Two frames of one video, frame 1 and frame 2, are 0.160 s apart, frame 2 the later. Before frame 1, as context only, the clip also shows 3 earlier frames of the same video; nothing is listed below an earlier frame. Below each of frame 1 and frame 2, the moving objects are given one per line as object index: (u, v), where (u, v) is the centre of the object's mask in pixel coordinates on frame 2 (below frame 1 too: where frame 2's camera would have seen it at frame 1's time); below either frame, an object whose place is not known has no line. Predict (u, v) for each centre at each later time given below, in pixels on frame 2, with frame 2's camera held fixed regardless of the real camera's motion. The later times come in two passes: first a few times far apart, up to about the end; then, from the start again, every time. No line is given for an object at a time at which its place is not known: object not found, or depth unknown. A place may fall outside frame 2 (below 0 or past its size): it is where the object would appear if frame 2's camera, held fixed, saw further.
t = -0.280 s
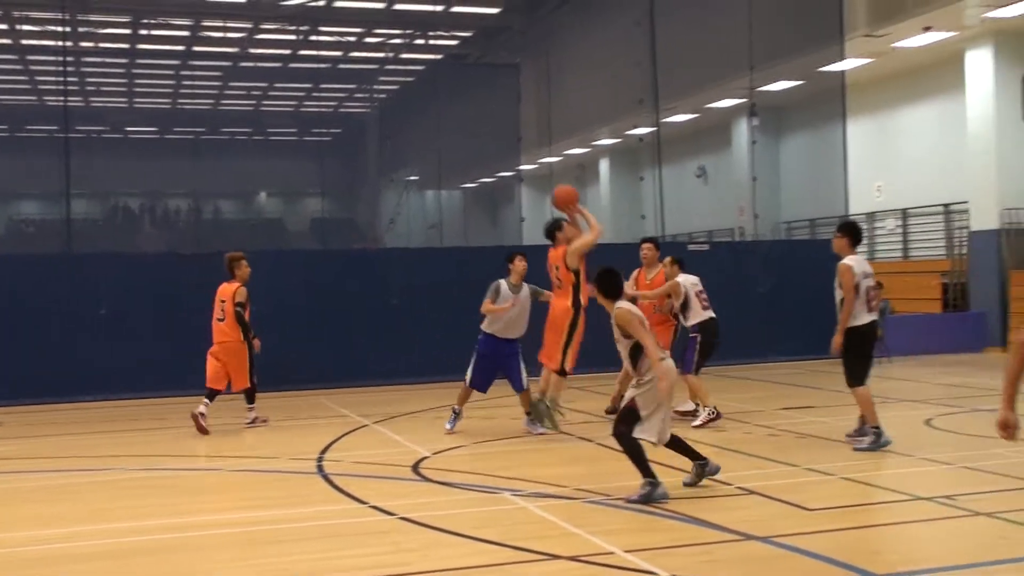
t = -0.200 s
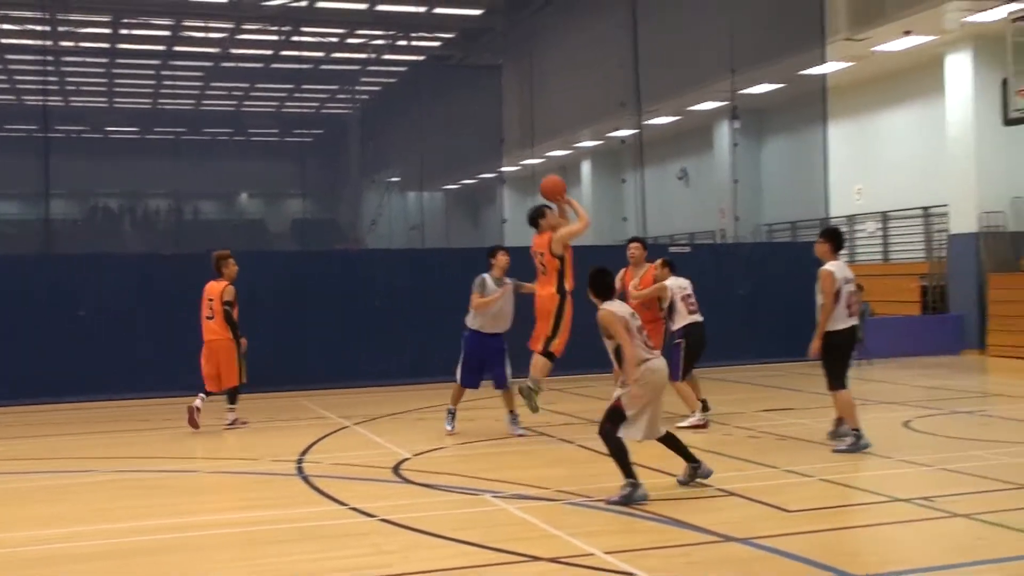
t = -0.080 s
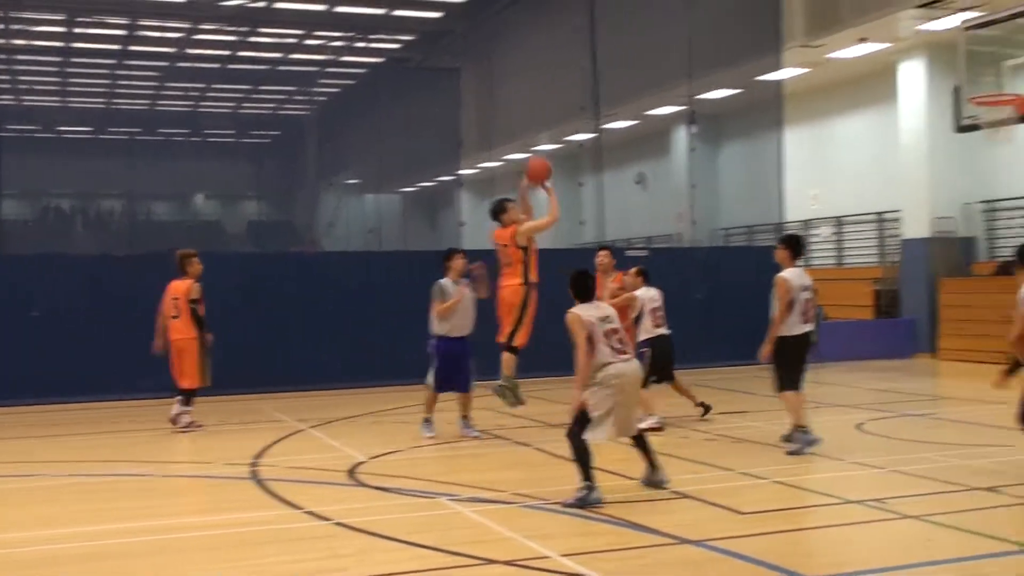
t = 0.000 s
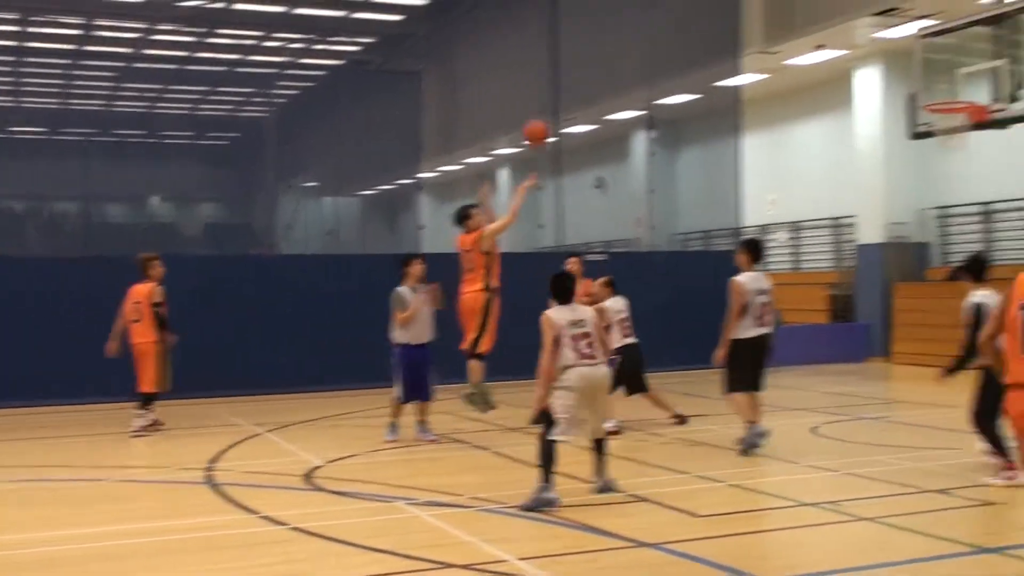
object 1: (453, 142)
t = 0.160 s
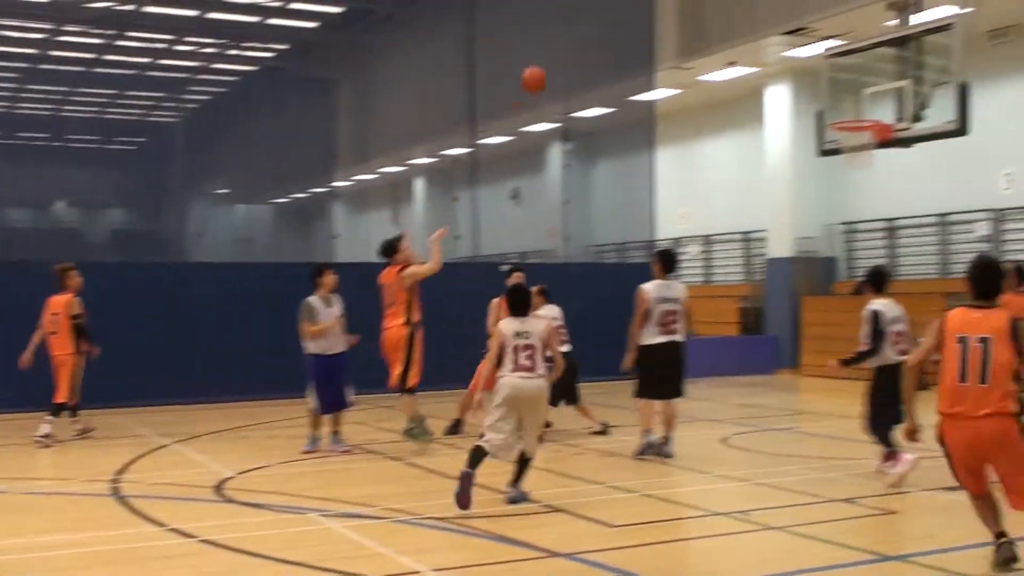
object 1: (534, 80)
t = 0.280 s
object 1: (591, 51)
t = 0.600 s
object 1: (743, 46)
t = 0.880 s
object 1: (860, 114)
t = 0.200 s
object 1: (553, 69)
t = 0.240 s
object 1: (572, 59)
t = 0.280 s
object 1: (591, 51)
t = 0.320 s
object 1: (611, 45)
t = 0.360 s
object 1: (630, 40)
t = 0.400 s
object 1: (650, 36)
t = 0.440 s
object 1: (668, 36)
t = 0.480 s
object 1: (688, 35)
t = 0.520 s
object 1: (707, 37)
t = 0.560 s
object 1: (725, 41)
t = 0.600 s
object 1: (743, 46)
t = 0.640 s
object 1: (762, 54)
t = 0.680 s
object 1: (779, 62)
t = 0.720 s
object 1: (798, 72)
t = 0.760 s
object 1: (815, 83)
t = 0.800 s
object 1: (834, 96)
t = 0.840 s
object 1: (852, 109)
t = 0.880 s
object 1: (860, 114)
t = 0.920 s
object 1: (858, 113)
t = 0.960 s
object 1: (852, 107)
